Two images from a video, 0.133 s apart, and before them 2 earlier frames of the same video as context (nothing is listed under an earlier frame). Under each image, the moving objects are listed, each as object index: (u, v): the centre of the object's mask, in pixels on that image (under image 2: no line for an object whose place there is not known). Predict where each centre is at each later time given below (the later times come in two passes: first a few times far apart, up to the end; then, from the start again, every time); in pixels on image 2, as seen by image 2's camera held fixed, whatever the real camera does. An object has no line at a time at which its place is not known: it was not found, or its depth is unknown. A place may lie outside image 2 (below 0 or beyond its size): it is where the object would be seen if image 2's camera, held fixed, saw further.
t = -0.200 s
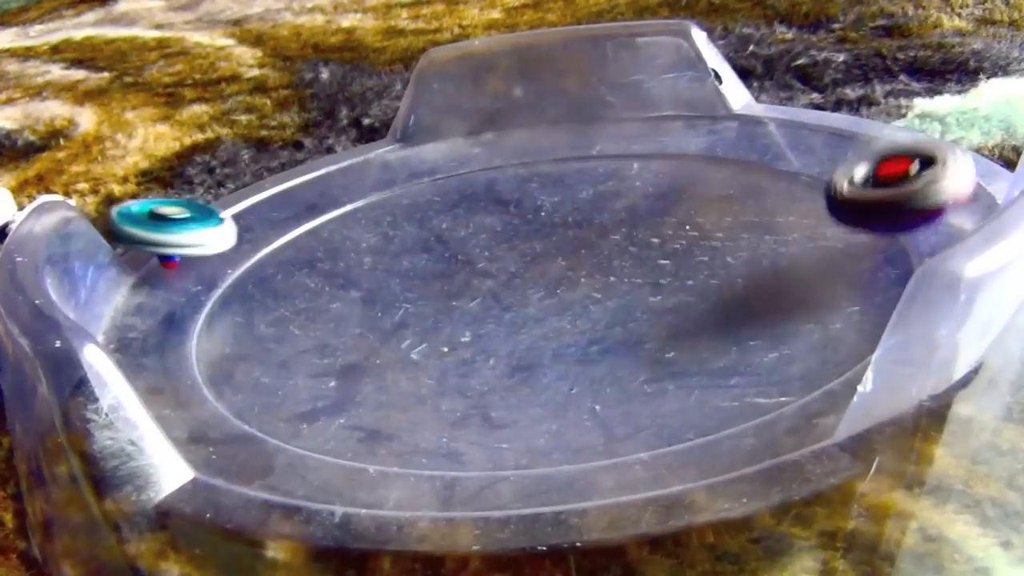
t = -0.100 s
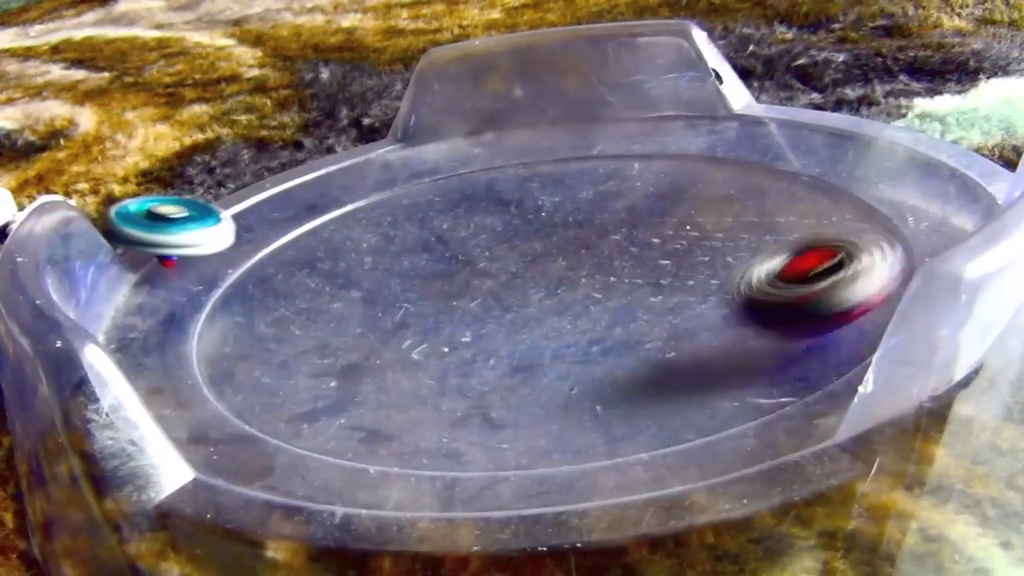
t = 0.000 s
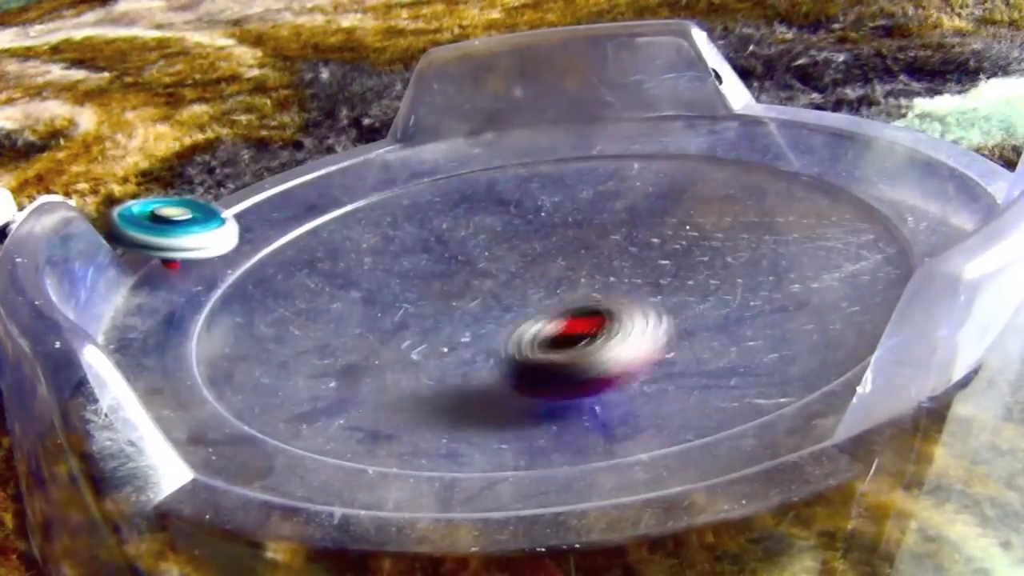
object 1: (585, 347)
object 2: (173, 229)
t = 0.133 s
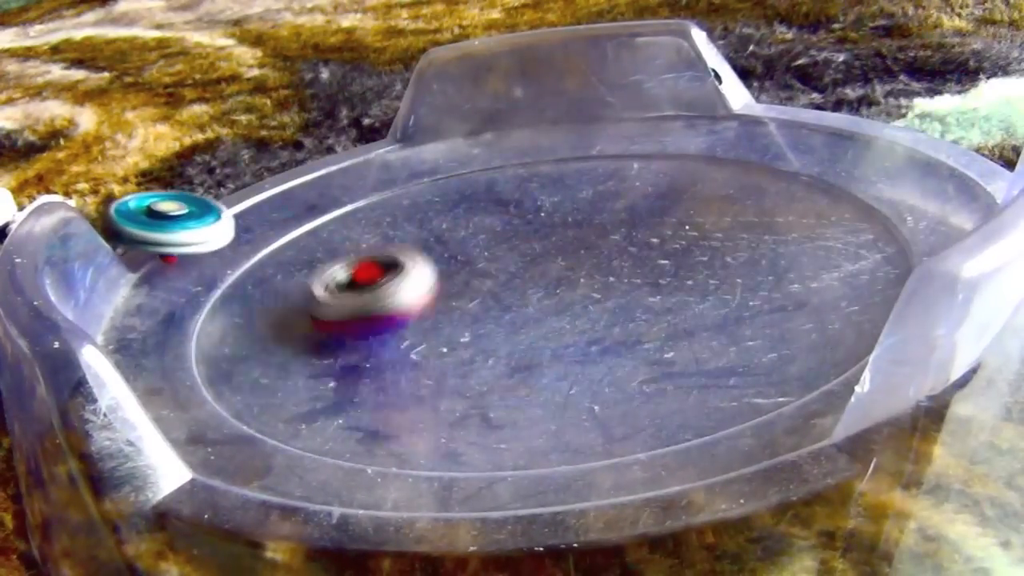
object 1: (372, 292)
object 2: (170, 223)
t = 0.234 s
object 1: (362, 208)
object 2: (177, 219)
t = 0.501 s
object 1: (631, 115)
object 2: (207, 200)
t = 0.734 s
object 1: (757, 253)
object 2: (229, 191)
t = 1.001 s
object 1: (295, 317)
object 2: (268, 170)
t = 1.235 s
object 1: (312, 266)
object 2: (344, 109)
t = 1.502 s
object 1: (469, 304)
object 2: (337, 145)
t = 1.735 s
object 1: (400, 292)
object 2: (337, 141)
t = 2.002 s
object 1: (619, 286)
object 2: (336, 140)
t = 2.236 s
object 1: (493, 379)
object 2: (338, 140)
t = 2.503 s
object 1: (397, 247)
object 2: (340, 139)
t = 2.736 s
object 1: (727, 188)
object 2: (341, 139)
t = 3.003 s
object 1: (776, 337)
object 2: (342, 137)
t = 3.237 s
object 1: (367, 333)
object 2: (345, 137)
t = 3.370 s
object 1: (389, 239)
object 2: (347, 137)
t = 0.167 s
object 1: (357, 265)
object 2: (172, 222)
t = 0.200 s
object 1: (353, 237)
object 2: (174, 222)
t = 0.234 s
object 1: (362, 208)
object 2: (177, 219)
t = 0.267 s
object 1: (380, 180)
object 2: (181, 217)
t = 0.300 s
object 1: (405, 156)
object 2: (186, 216)
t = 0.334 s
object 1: (441, 142)
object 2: (188, 210)
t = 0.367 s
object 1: (474, 130)
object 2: (195, 210)
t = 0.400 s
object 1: (514, 124)
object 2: (198, 205)
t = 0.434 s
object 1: (551, 119)
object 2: (202, 203)
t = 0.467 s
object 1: (590, 116)
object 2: (205, 201)
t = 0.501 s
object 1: (631, 115)
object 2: (207, 200)
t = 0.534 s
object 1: (669, 116)
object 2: (209, 199)
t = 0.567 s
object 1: (701, 129)
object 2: (211, 197)
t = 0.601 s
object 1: (735, 146)
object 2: (214, 196)
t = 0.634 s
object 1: (758, 166)
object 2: (217, 195)
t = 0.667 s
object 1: (771, 193)
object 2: (219, 193)
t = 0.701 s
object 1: (772, 222)
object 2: (224, 194)
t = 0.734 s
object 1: (757, 253)
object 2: (229, 191)
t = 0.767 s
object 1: (721, 284)
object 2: (232, 186)
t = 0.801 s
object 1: (672, 313)
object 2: (238, 185)
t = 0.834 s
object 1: (607, 337)
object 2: (244, 184)
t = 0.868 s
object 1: (534, 352)
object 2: (250, 182)
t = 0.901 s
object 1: (463, 356)
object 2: (255, 178)
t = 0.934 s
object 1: (396, 349)
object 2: (258, 173)
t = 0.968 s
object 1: (339, 335)
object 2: (263, 172)
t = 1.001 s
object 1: (295, 317)
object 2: (268, 170)
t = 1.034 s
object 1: (266, 292)
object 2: (272, 168)
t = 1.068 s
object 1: (249, 266)
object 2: (275, 166)
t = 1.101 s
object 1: (244, 238)
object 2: (281, 164)
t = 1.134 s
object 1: (263, 219)
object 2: (287, 157)
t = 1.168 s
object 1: (275, 240)
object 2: (317, 127)
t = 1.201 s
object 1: (290, 252)
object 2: (344, 117)
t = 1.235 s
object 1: (312, 266)
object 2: (344, 109)
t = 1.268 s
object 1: (339, 277)
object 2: (339, 118)
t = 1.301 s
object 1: (369, 287)
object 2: (328, 139)
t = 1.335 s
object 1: (397, 293)
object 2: (314, 157)
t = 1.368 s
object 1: (423, 295)
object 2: (323, 143)
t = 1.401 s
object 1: (444, 297)
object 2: (330, 135)
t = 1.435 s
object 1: (459, 299)
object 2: (334, 137)
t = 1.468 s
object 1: (468, 301)
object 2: (331, 146)
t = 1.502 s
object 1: (469, 304)
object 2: (337, 145)
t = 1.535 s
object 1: (465, 308)
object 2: (339, 140)
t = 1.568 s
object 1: (454, 312)
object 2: (339, 140)
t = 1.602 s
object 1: (438, 314)
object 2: (337, 142)
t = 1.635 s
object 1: (419, 314)
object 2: (337, 140)
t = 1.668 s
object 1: (403, 310)
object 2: (336, 140)
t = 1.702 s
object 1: (396, 301)
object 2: (336, 141)
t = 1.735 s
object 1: (400, 292)
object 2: (337, 141)
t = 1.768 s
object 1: (415, 284)
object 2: (338, 141)
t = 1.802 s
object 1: (436, 278)
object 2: (338, 140)
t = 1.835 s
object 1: (464, 273)
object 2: (338, 140)
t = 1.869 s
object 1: (496, 270)
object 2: (338, 140)
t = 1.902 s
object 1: (530, 271)
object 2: (338, 140)
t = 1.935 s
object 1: (563, 273)
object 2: (337, 140)
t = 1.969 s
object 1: (594, 278)
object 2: (337, 140)
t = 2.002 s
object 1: (619, 286)
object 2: (336, 140)
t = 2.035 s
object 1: (637, 297)
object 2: (335, 141)
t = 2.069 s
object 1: (646, 309)
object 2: (335, 140)
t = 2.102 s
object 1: (644, 324)
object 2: (335, 140)
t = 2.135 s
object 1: (629, 340)
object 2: (335, 140)
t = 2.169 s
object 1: (597, 357)
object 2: (336, 140)
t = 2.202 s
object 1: (551, 370)
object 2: (336, 140)
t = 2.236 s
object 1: (493, 379)
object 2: (338, 140)
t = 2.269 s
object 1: (430, 379)
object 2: (339, 139)
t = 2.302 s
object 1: (378, 369)
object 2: (339, 139)
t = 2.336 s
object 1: (339, 353)
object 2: (339, 139)
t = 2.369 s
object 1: (320, 333)
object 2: (339, 139)
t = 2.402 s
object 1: (319, 309)
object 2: (339, 139)
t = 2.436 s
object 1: (335, 287)
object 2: (340, 139)
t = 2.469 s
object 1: (362, 266)
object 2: (339, 139)
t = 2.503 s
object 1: (397, 247)
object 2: (340, 139)
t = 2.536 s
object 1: (440, 228)
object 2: (340, 139)
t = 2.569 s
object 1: (484, 215)
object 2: (340, 139)
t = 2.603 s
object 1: (532, 204)
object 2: (340, 139)
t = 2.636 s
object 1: (581, 196)
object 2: (340, 139)
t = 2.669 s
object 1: (632, 190)
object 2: (340, 139)
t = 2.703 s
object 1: (681, 187)
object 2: (341, 139)
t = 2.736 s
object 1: (727, 188)
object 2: (341, 139)
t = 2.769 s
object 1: (770, 193)
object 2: (341, 139)
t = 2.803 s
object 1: (808, 202)
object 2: (340, 139)
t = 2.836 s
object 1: (838, 216)
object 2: (341, 139)
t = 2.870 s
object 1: (860, 234)
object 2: (341, 138)
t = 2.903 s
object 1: (863, 256)
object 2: (341, 138)
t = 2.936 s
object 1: (848, 282)
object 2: (342, 138)
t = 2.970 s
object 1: (821, 310)
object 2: (342, 138)
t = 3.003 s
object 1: (776, 337)
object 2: (342, 137)
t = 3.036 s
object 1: (708, 359)
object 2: (343, 137)
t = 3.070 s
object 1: (633, 375)
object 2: (343, 137)
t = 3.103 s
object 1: (555, 384)
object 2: (343, 138)
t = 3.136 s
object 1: (485, 381)
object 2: (343, 137)
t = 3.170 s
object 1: (429, 372)
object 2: (344, 137)
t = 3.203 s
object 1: (391, 355)
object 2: (344, 137)
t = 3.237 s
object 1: (367, 333)
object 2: (345, 137)
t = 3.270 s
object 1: (357, 312)
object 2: (345, 138)
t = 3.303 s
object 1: (359, 287)
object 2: (346, 137)
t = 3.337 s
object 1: (370, 263)
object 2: (347, 138)
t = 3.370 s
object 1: (389, 239)
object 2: (347, 137)
